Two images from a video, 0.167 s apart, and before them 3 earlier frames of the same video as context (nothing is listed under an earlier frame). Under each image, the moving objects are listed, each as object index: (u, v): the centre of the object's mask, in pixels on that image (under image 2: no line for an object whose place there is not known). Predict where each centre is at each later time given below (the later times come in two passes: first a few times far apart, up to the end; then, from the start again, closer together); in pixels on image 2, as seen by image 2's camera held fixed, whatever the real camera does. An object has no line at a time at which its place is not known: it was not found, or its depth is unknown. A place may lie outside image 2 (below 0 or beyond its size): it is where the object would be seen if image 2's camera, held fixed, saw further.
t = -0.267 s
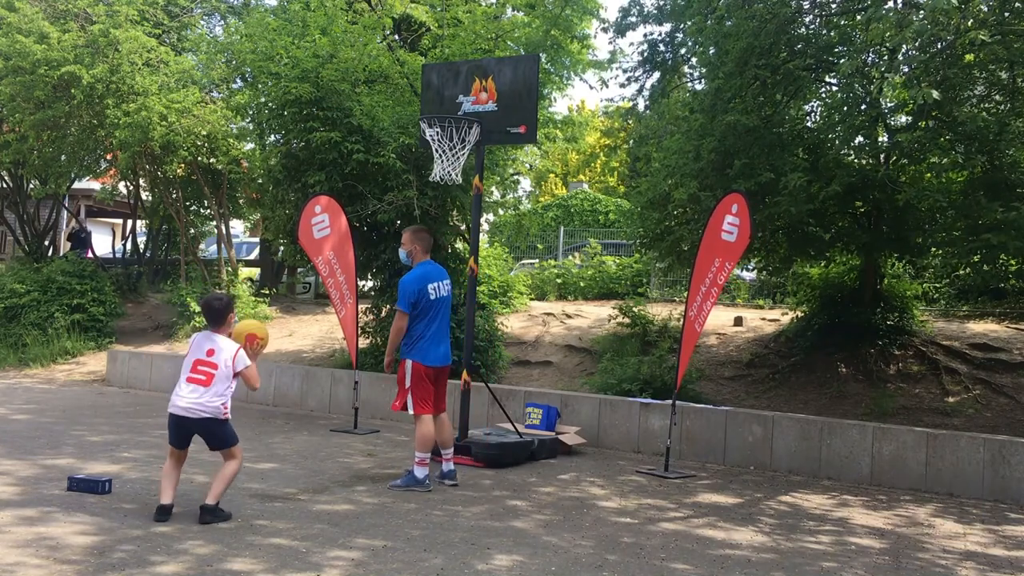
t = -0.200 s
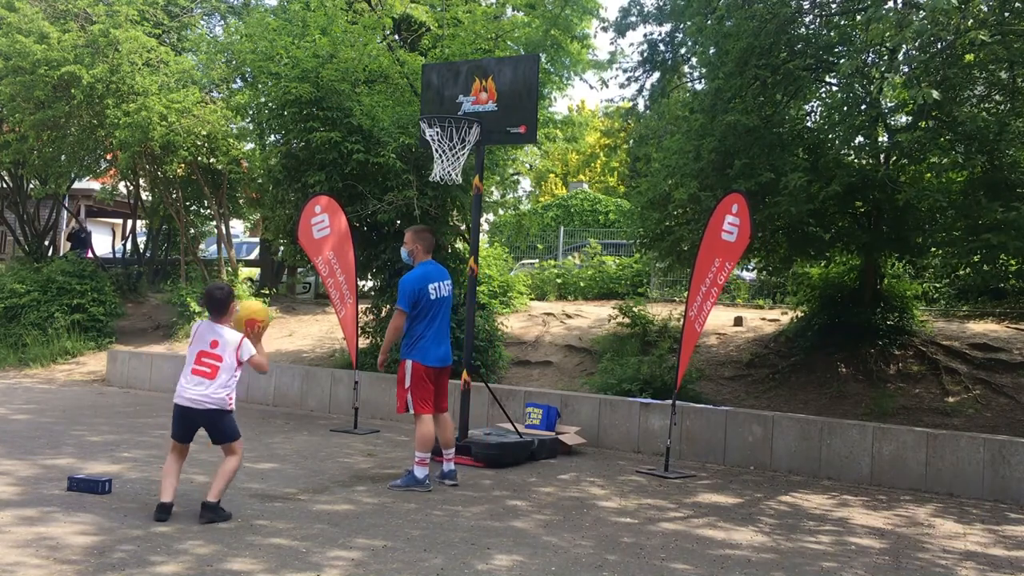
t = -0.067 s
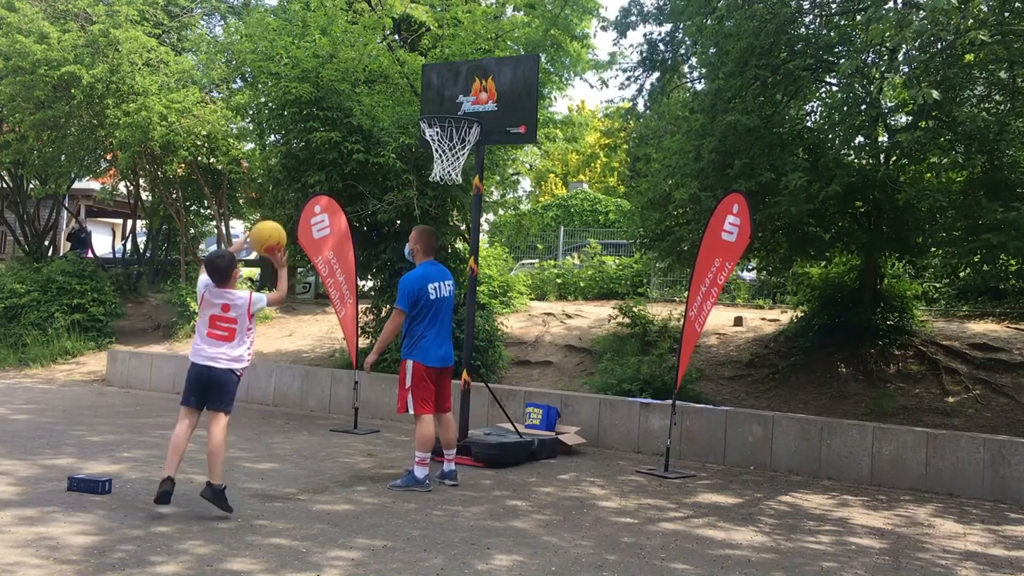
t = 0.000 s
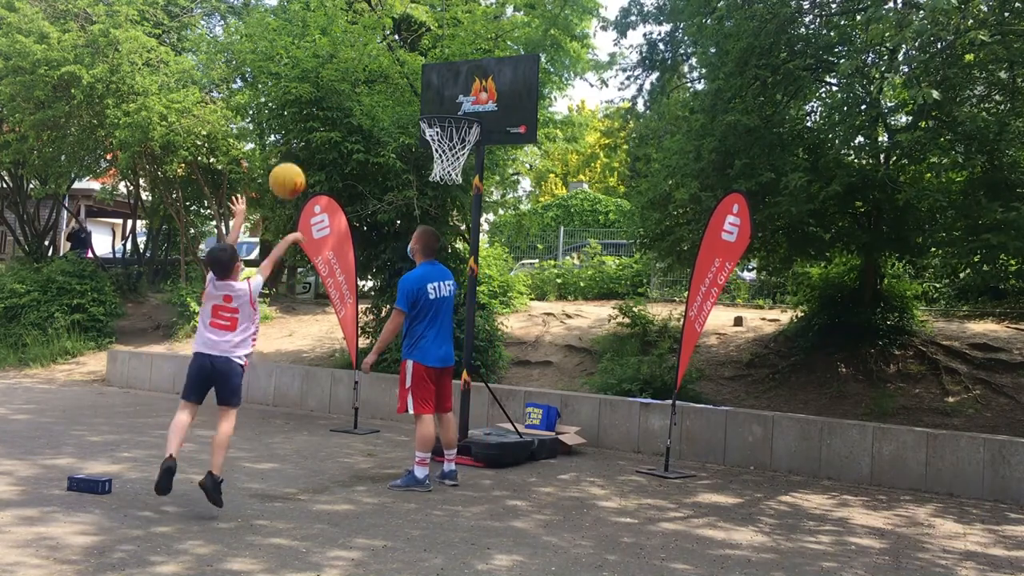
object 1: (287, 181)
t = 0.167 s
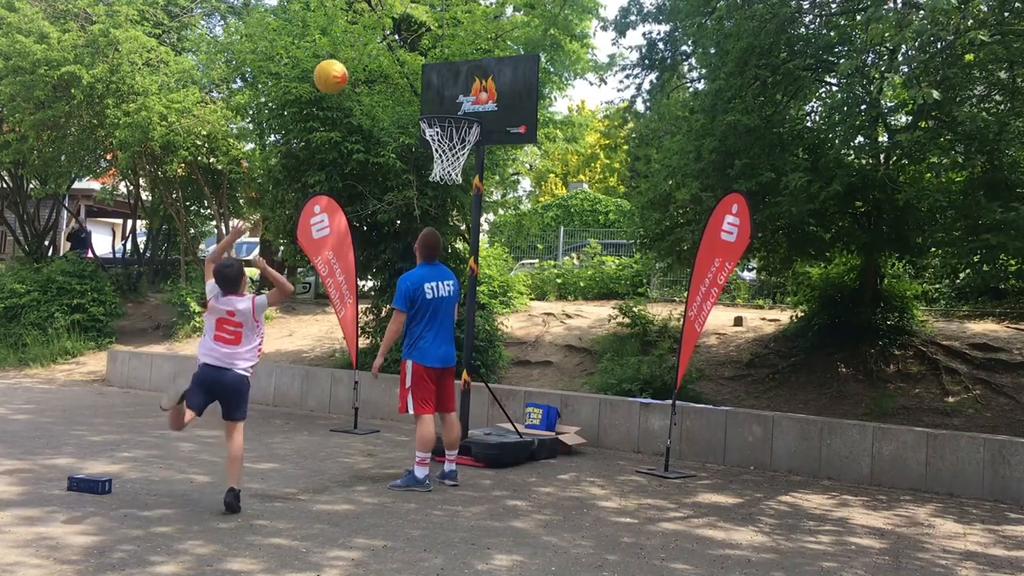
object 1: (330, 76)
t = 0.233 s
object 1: (346, 50)
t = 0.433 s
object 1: (387, 16)
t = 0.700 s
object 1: (428, 58)
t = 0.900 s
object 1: (451, 146)
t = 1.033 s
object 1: (456, 205)
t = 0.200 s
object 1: (339, 62)
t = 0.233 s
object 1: (346, 50)
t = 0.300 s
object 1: (361, 32)
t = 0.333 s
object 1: (368, 25)
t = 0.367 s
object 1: (374, 20)
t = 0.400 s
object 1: (381, 17)
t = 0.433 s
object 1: (387, 16)
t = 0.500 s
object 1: (398, 17)
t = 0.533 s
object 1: (404, 21)
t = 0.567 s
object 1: (409, 25)
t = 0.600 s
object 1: (414, 32)
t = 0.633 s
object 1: (419, 39)
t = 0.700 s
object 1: (428, 58)
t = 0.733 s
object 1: (432, 70)
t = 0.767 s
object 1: (436, 84)
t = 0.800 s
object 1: (440, 98)
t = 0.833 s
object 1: (444, 113)
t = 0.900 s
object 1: (451, 146)
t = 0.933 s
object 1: (454, 165)
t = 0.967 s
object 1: (455, 178)
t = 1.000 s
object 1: (456, 190)
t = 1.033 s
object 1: (456, 205)
